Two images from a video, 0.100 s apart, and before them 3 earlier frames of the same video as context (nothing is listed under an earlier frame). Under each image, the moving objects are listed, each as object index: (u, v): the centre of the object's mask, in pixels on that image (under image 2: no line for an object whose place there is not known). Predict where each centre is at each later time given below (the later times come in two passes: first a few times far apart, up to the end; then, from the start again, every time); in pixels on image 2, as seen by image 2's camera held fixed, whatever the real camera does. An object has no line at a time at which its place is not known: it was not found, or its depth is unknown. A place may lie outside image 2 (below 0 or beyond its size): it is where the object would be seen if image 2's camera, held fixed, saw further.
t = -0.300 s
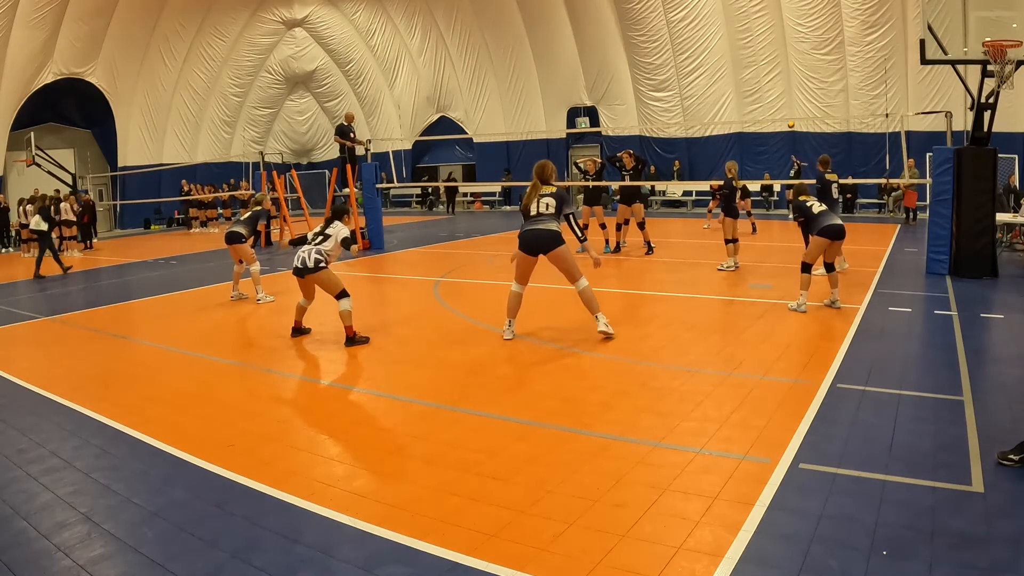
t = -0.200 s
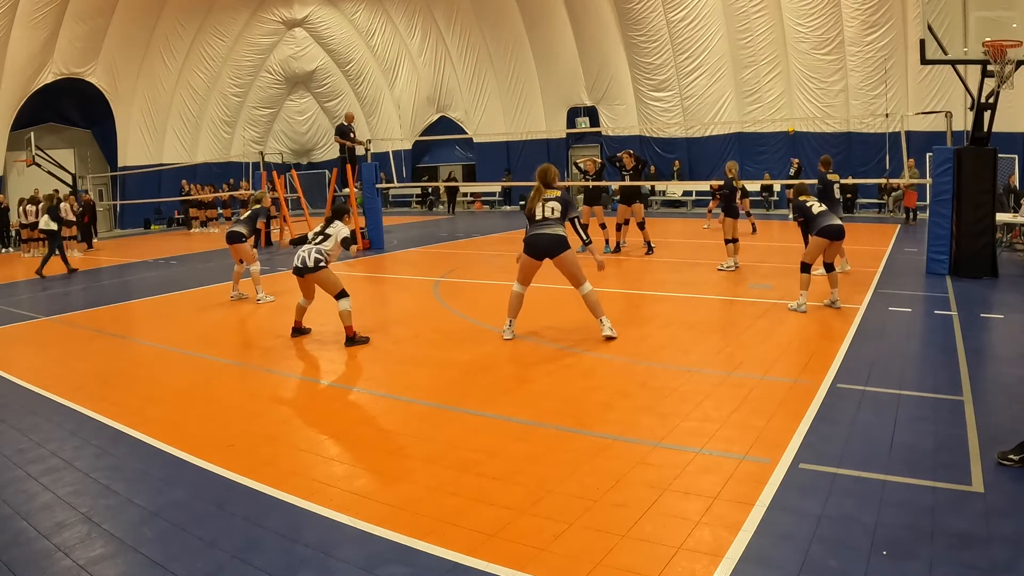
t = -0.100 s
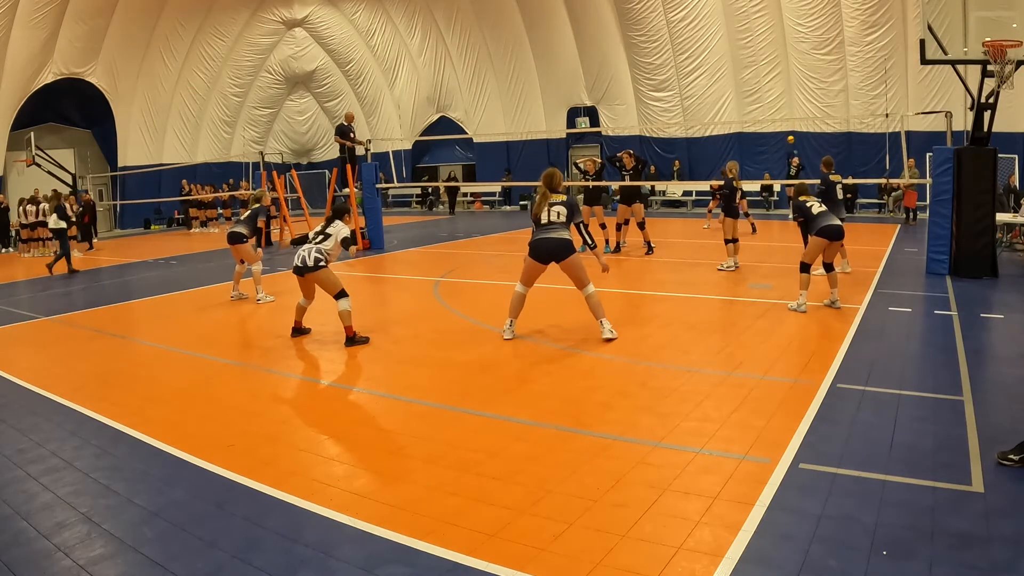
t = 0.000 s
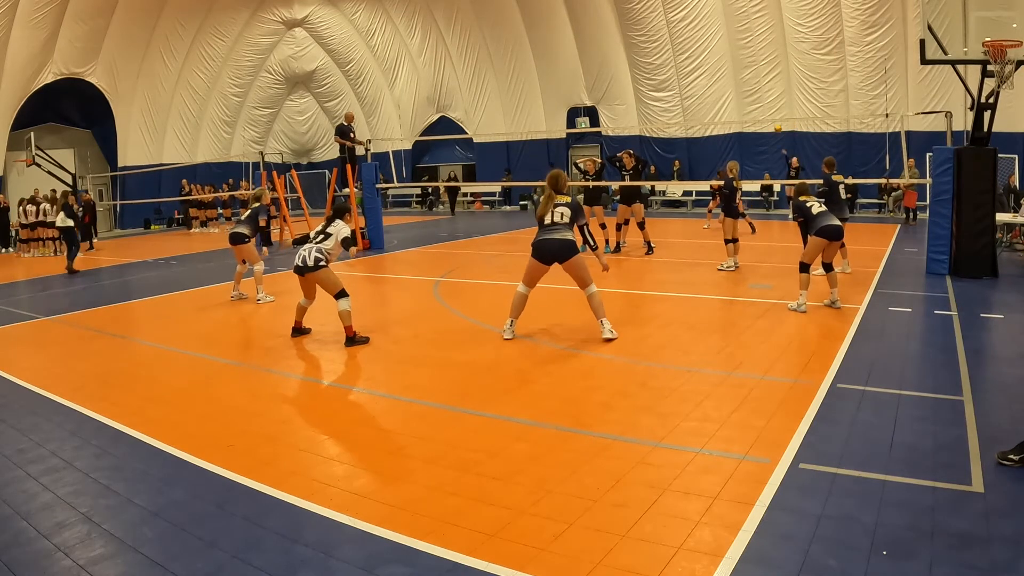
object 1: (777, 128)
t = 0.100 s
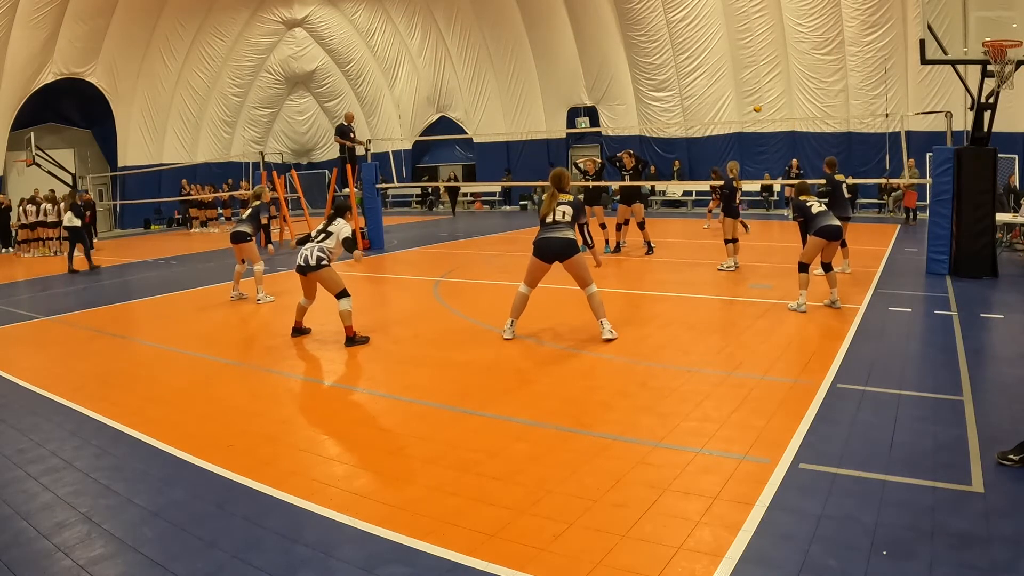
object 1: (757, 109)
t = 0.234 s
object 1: (724, 83)
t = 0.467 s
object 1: (650, 51)
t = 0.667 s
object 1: (563, 42)
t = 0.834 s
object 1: (472, 54)
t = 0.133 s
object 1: (750, 102)
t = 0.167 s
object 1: (741, 95)
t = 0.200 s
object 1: (733, 89)
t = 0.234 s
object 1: (724, 83)
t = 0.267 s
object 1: (715, 78)
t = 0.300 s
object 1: (705, 73)
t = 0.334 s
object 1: (695, 68)
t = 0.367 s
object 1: (684, 64)
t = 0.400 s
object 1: (673, 60)
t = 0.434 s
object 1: (662, 55)
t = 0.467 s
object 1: (650, 51)
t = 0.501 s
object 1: (637, 48)
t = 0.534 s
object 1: (624, 46)
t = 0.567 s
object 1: (609, 44)
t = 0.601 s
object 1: (595, 42)
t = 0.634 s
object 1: (580, 42)
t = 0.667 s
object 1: (563, 42)
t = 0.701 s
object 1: (546, 43)
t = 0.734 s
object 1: (528, 44)
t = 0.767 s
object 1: (510, 46)
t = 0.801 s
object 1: (491, 50)
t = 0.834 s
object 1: (472, 54)
